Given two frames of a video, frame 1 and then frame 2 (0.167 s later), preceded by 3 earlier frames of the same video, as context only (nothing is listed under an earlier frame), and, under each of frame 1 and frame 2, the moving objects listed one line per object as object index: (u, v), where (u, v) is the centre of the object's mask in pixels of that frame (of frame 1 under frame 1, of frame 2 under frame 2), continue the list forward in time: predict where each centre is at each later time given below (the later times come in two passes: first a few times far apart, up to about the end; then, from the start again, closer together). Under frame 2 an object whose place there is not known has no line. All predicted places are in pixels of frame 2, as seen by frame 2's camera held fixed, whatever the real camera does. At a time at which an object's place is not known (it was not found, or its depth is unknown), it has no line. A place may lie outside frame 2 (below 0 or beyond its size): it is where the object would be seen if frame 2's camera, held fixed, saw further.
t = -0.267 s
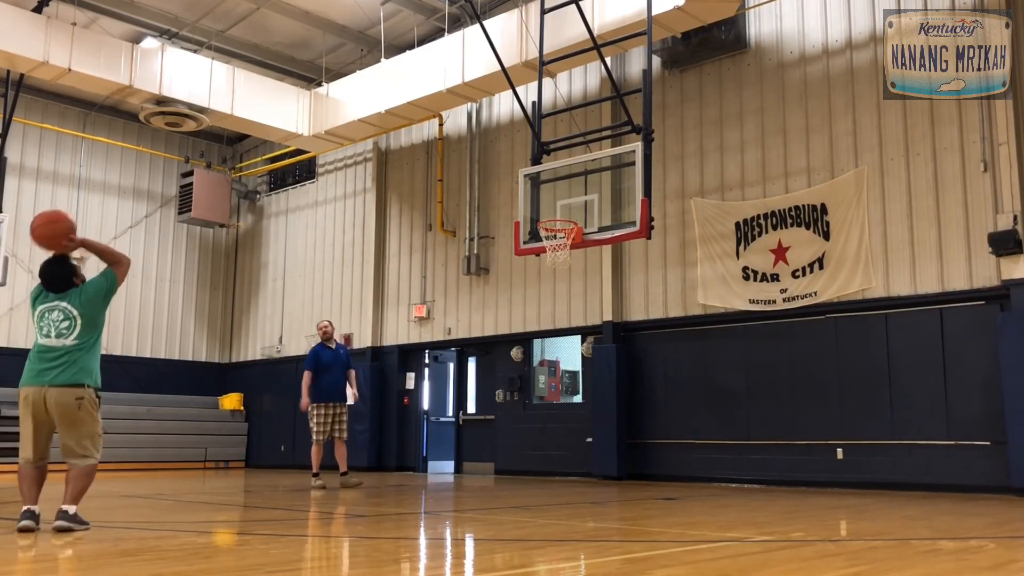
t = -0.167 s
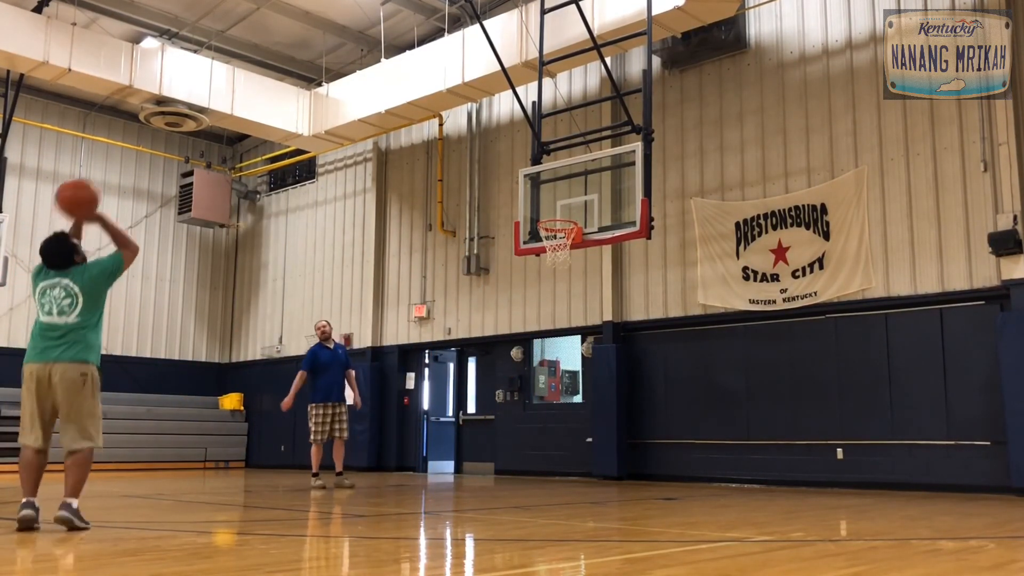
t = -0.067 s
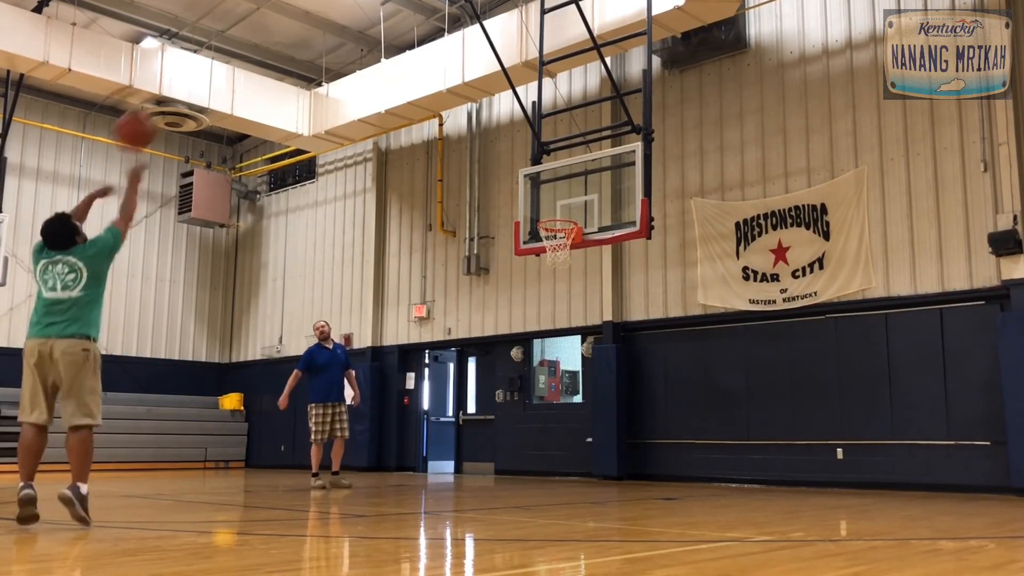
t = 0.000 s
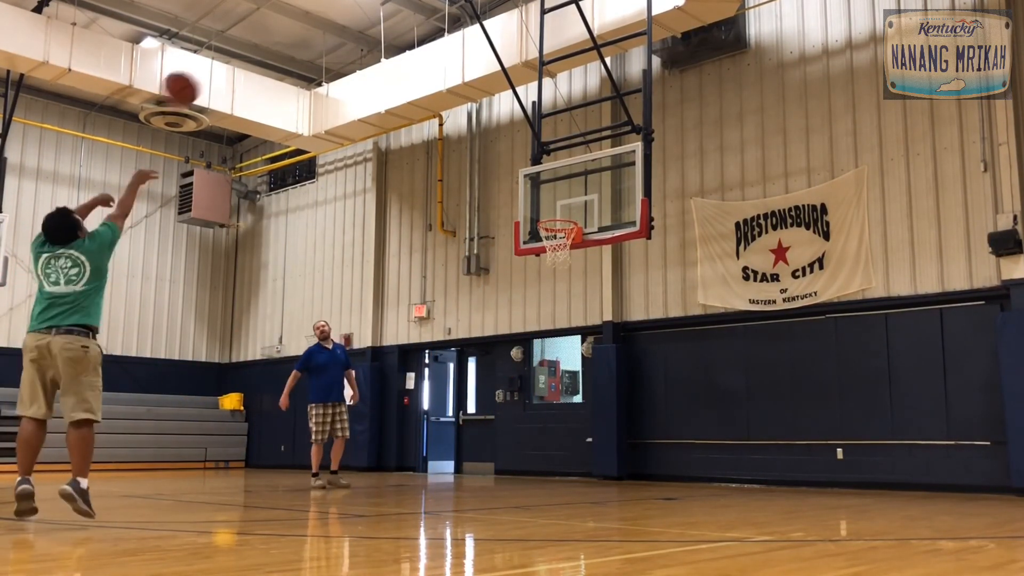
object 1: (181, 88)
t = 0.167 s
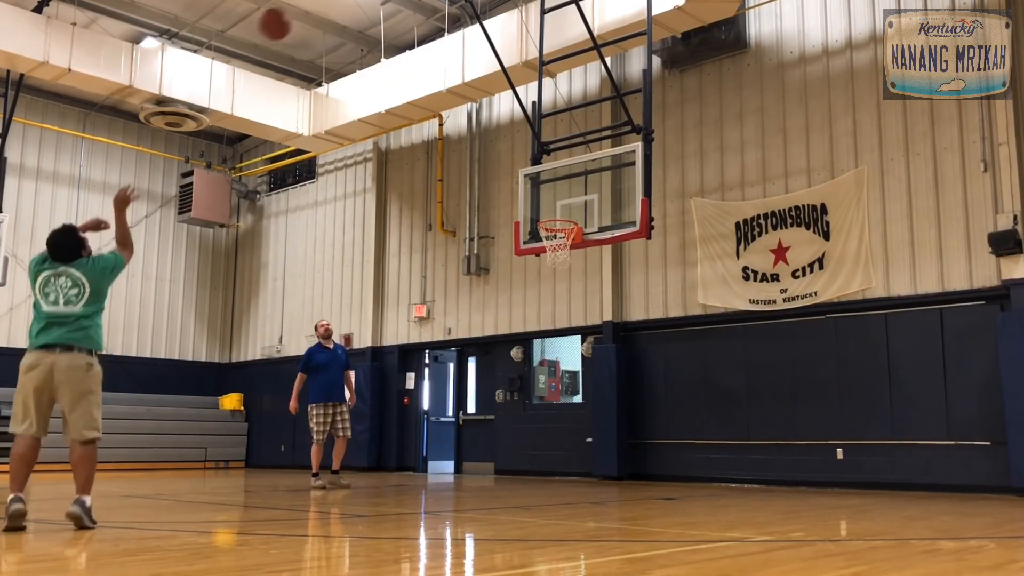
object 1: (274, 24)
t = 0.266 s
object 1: (319, 11)
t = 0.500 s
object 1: (403, 15)
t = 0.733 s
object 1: (464, 69)
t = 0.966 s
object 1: (514, 157)
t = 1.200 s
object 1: (540, 200)
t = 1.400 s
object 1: (526, 177)
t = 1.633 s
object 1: (493, 181)
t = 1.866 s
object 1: (460, 228)
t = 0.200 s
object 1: (290, 17)
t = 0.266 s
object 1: (319, 11)
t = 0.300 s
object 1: (334, 9)
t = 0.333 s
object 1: (346, 8)
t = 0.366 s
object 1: (358, 8)
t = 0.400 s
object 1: (370, 9)
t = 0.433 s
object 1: (381, 10)
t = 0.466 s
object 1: (392, 11)
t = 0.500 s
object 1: (403, 15)
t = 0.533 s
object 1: (412, 20)
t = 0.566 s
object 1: (422, 27)
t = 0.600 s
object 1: (431, 33)
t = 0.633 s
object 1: (439, 41)
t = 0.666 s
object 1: (448, 50)
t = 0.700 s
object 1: (456, 59)
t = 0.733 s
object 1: (464, 69)
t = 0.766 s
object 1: (472, 80)
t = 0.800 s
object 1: (479, 92)
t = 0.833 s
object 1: (487, 104)
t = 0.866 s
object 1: (494, 117)
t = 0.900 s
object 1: (501, 130)
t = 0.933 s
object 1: (508, 144)
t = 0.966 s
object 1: (514, 157)
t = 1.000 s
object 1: (520, 173)
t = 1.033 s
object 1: (527, 187)
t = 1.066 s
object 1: (533, 203)
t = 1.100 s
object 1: (538, 216)
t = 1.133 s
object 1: (539, 212)
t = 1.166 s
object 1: (539, 206)
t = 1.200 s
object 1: (540, 200)
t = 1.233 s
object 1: (541, 196)
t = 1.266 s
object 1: (541, 193)
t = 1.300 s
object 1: (539, 187)
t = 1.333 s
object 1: (534, 184)
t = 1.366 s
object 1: (530, 180)
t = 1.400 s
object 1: (526, 177)
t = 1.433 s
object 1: (521, 175)
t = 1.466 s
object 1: (516, 174)
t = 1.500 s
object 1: (512, 173)
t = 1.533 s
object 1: (507, 174)
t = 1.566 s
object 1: (503, 176)
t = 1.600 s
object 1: (498, 178)
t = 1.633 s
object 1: (493, 181)
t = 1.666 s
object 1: (489, 185)
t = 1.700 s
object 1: (484, 190)
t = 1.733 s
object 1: (479, 196)
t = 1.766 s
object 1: (474, 203)
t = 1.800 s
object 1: (469, 210)
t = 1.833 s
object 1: (464, 219)
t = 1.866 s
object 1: (460, 228)
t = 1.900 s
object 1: (455, 239)
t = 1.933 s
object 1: (450, 250)
